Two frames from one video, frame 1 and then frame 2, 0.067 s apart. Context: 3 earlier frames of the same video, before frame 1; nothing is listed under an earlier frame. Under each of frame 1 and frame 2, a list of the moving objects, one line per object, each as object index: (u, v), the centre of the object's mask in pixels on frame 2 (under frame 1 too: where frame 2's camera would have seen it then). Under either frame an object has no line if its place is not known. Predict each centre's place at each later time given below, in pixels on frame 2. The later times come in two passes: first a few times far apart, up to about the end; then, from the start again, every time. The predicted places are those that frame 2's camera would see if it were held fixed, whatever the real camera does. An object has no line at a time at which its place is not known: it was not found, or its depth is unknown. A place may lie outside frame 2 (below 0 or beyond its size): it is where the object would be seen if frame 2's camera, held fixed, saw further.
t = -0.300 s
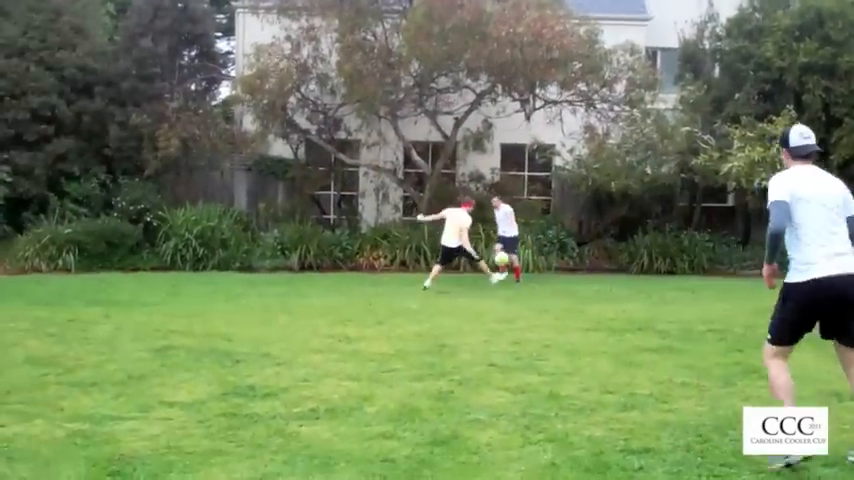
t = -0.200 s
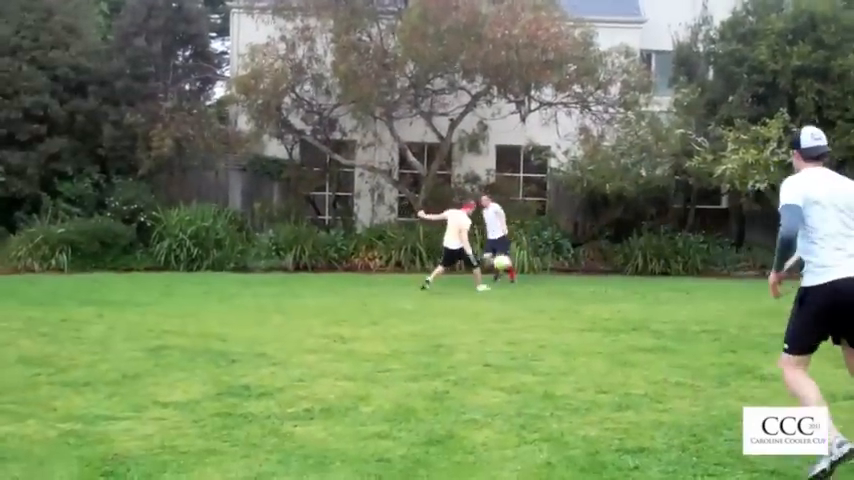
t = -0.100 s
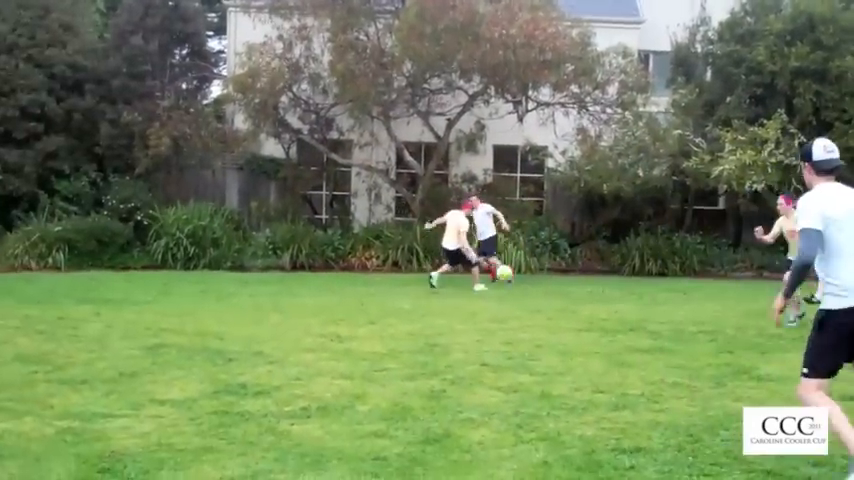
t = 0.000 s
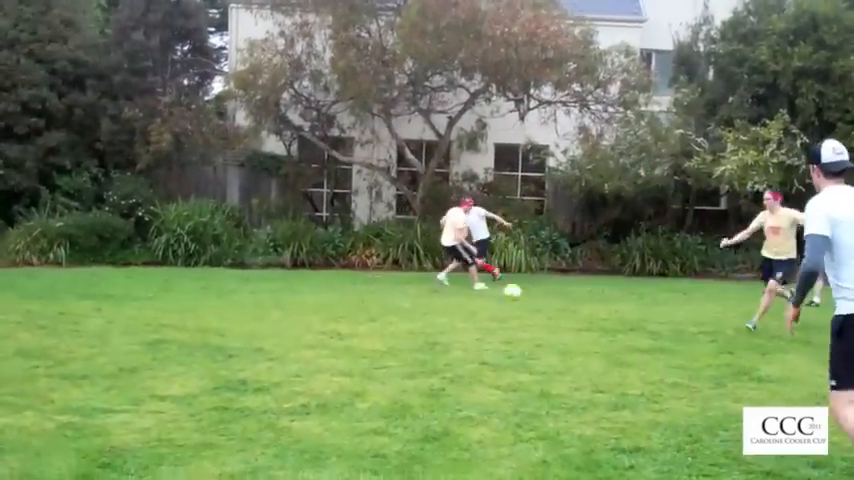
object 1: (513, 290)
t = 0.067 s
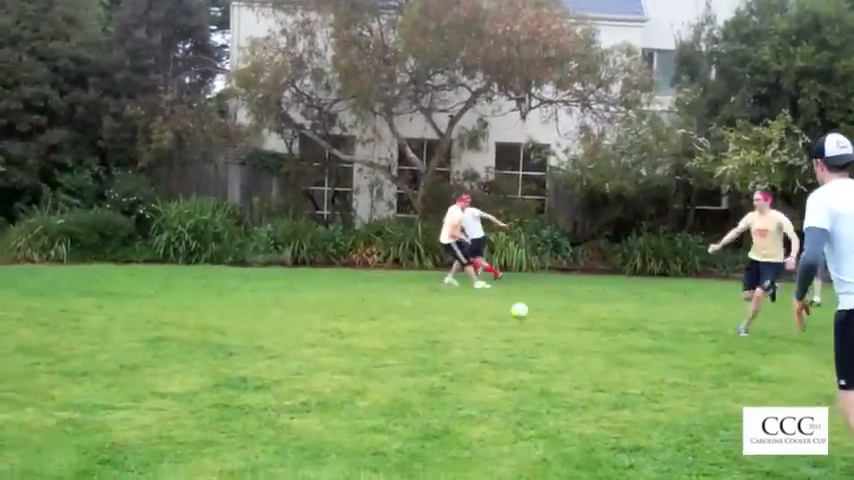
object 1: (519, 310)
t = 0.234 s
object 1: (544, 323)
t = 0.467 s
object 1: (596, 357)
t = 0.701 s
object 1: (663, 403)
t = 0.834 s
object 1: (700, 420)
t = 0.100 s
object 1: (523, 323)
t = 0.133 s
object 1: (528, 327)
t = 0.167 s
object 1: (533, 325)
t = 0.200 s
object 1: (539, 324)
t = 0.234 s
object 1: (544, 323)
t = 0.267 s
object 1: (550, 323)
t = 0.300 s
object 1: (557, 324)
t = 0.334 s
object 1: (564, 328)
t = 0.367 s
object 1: (571, 333)
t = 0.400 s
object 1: (579, 339)
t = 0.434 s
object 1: (587, 347)
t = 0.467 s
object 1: (596, 357)
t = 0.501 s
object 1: (605, 369)
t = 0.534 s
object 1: (614, 376)
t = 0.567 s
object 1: (623, 379)
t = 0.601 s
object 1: (632, 382)
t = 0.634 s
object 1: (642, 388)
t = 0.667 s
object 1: (653, 395)
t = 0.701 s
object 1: (663, 403)
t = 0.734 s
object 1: (672, 406)
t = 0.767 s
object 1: (681, 410)
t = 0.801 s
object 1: (690, 413)
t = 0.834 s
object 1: (700, 420)
